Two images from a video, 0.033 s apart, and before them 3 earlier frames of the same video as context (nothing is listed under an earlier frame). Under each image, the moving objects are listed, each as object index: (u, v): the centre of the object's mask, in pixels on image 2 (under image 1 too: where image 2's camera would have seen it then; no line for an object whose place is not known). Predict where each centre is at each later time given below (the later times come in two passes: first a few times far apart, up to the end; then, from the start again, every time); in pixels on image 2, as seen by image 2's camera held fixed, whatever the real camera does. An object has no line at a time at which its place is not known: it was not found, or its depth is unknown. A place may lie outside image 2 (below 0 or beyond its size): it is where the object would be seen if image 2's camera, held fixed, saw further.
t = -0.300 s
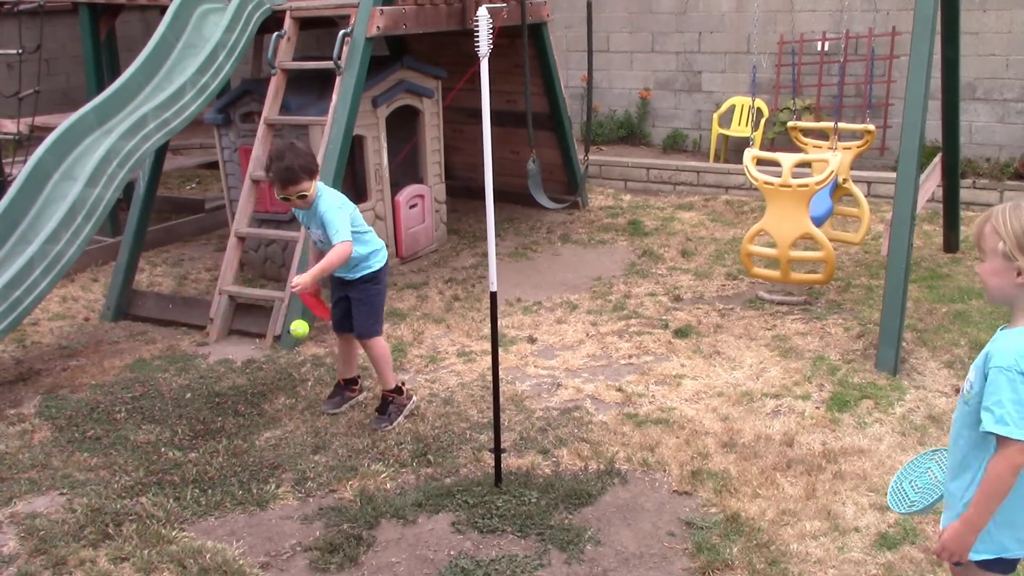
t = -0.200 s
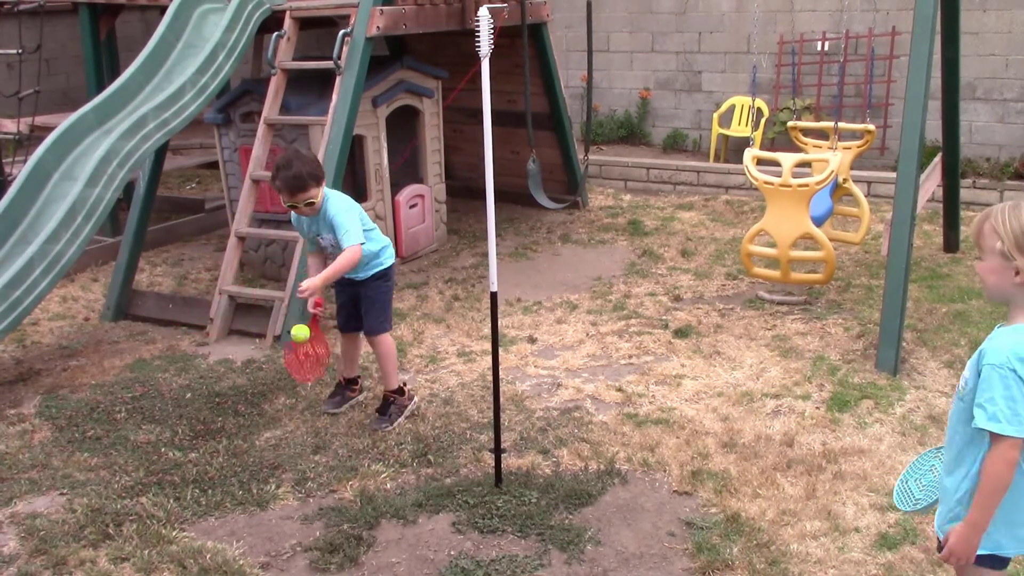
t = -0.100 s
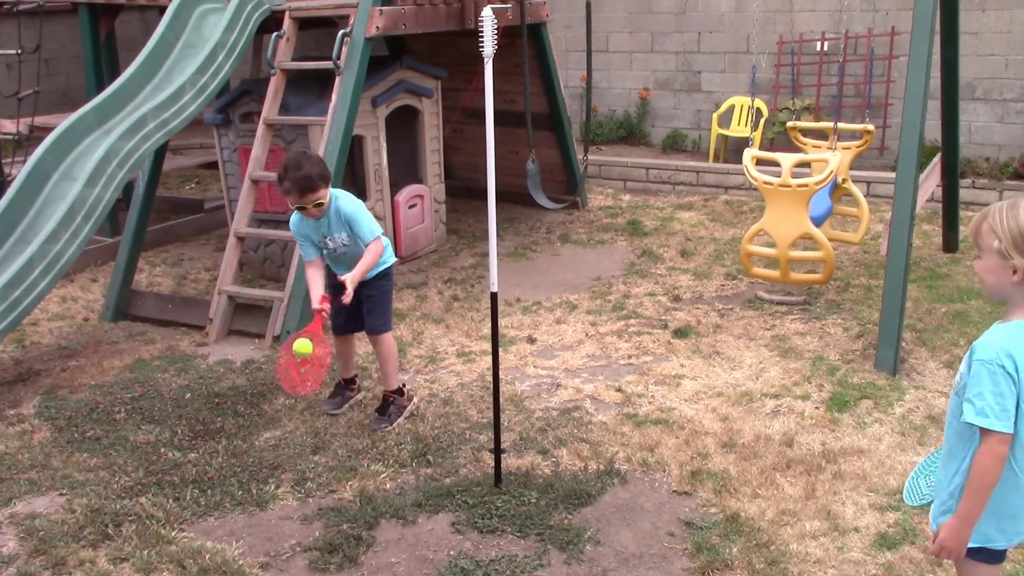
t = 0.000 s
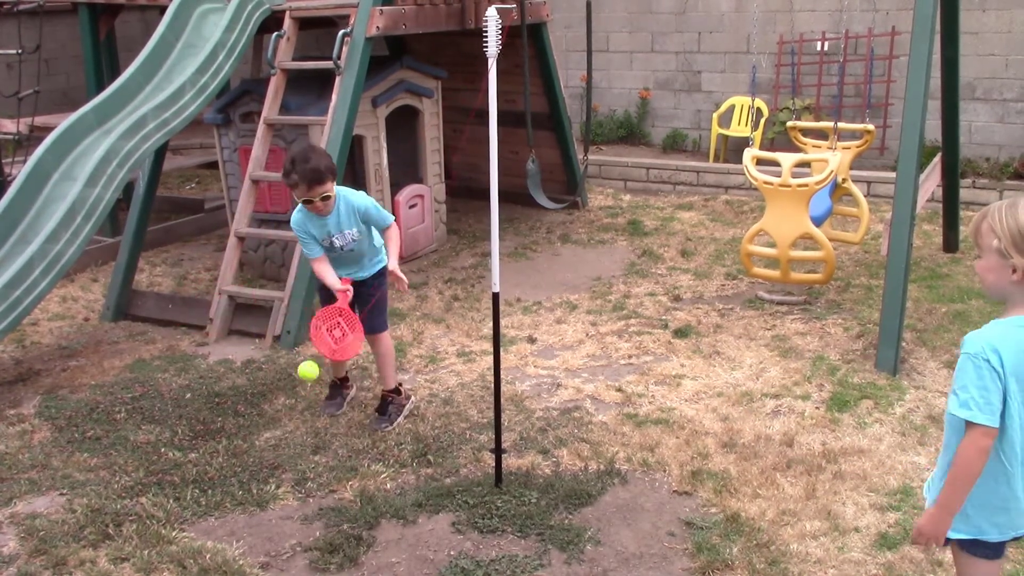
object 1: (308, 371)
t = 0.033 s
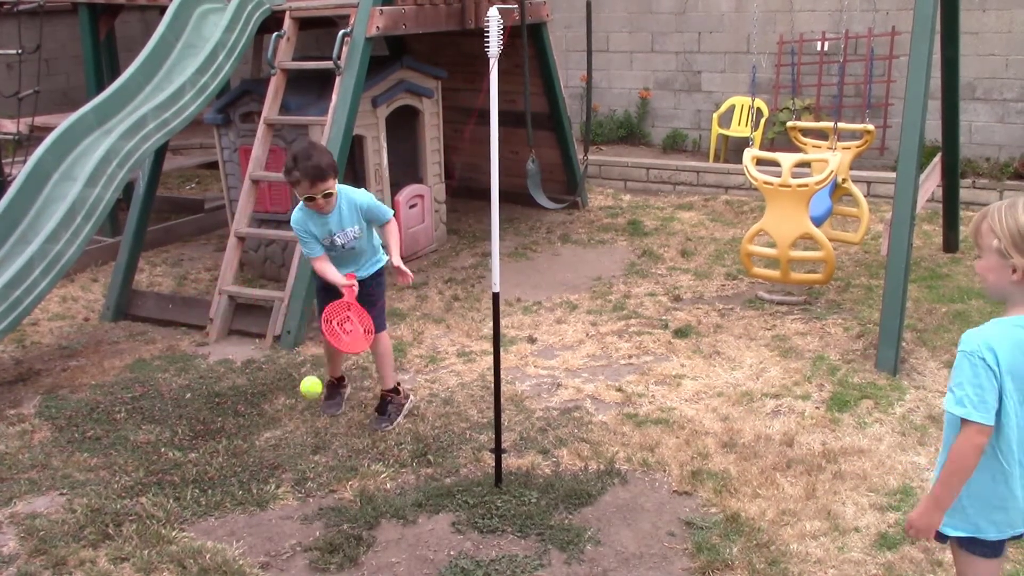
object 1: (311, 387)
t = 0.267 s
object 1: (374, 541)
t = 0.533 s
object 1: (592, 533)
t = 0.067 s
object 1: (314, 407)
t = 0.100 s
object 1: (318, 432)
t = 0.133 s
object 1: (322, 463)
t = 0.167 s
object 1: (327, 499)
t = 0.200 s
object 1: (337, 529)
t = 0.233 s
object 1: (353, 543)
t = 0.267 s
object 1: (374, 541)
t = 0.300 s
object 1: (398, 538)
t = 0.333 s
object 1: (424, 538)
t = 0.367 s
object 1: (450, 541)
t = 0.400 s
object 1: (477, 544)
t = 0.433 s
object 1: (506, 548)
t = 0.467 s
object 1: (535, 544)
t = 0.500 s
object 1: (564, 537)
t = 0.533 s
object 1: (592, 533)
